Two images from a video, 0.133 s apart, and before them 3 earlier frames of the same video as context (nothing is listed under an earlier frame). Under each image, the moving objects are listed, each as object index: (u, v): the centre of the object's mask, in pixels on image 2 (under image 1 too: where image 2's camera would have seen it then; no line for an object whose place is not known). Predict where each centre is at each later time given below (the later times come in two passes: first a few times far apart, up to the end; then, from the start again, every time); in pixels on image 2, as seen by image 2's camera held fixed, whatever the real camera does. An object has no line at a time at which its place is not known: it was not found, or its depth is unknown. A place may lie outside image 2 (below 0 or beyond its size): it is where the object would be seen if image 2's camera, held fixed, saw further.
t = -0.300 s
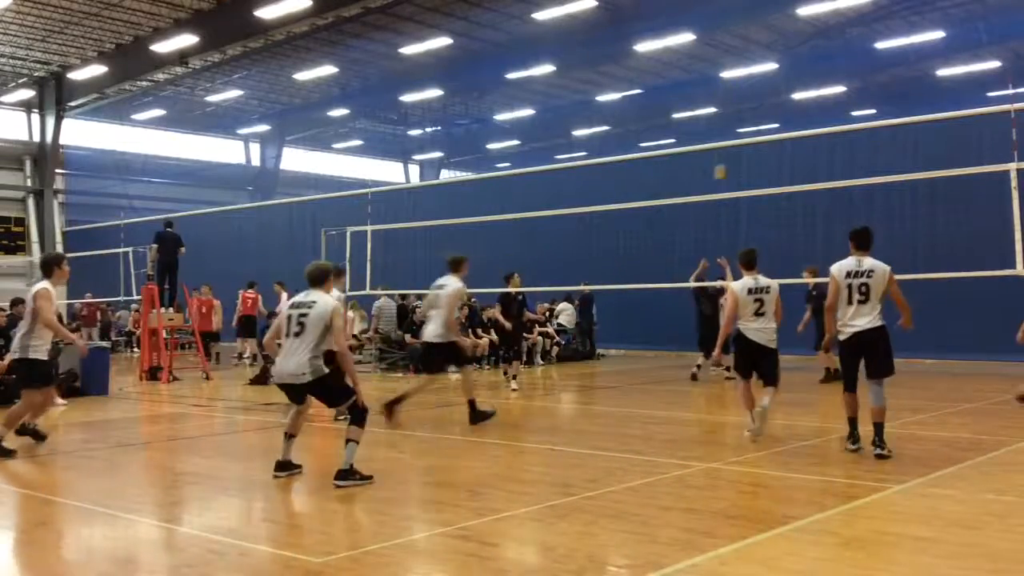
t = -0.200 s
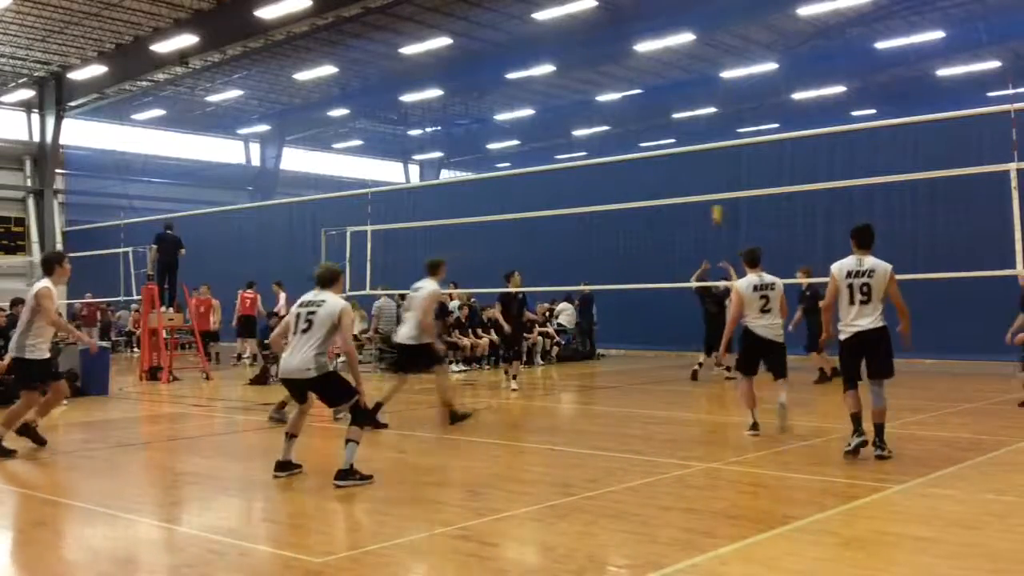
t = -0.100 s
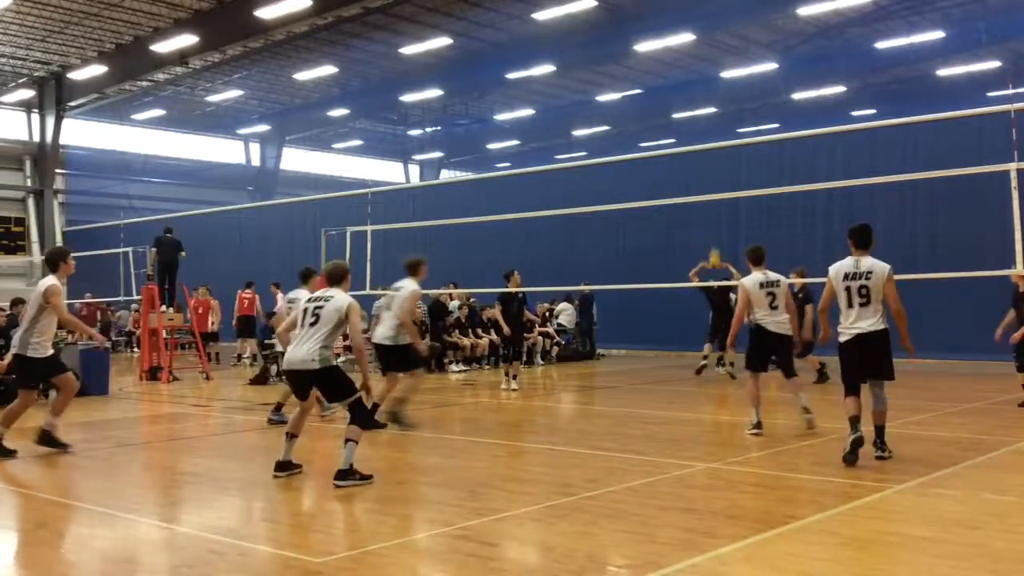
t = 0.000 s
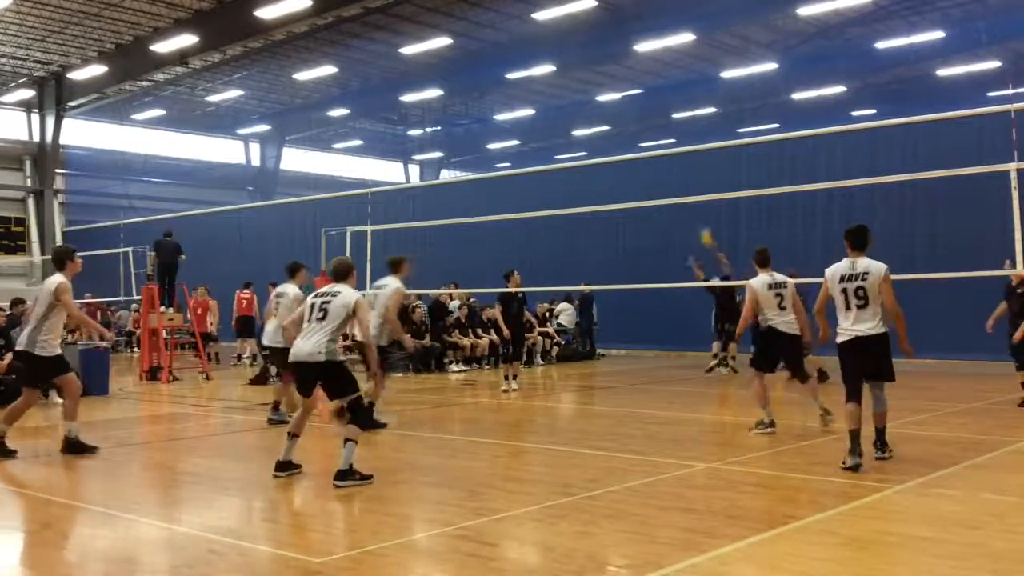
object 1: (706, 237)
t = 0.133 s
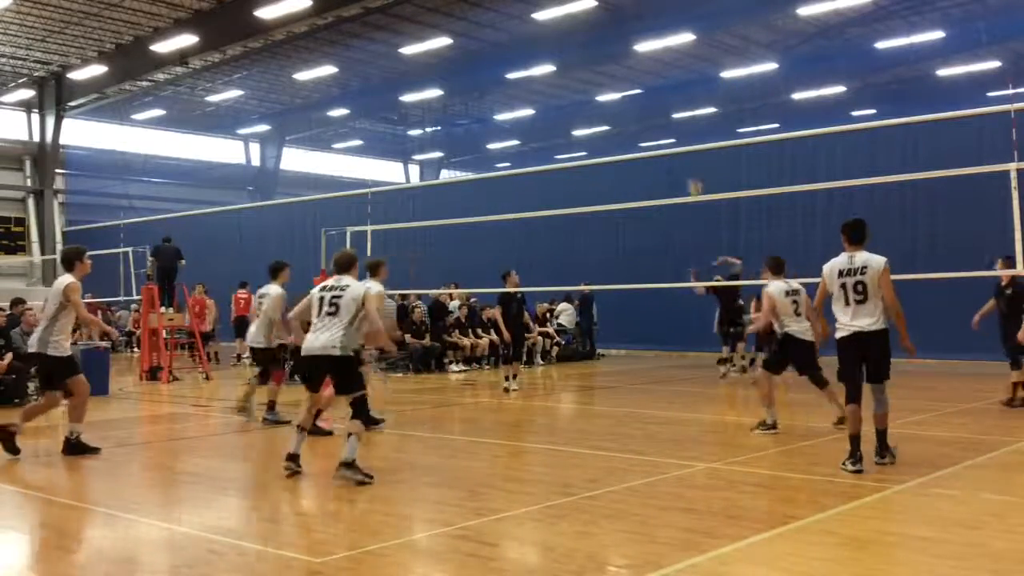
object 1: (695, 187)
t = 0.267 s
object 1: (683, 148)
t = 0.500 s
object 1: (665, 98)
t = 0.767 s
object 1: (642, 88)
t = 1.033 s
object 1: (611, 148)
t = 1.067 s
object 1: (607, 164)
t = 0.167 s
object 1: (692, 179)
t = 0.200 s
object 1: (690, 168)
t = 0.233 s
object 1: (686, 159)
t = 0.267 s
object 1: (683, 148)
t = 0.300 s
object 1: (681, 138)
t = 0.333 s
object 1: (678, 130)
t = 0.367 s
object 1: (676, 122)
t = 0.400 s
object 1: (672, 115)
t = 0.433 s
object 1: (670, 109)
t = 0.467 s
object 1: (668, 104)
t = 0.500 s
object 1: (665, 98)
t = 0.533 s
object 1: (663, 93)
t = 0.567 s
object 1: (660, 89)
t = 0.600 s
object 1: (658, 87)
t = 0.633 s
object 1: (655, 85)
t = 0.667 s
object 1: (651, 85)
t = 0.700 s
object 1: (649, 84)
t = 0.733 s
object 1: (646, 85)
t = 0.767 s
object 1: (642, 88)
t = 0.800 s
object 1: (639, 91)
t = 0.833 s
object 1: (636, 93)
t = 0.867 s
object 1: (632, 101)
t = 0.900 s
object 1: (629, 107)
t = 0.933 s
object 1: (625, 115)
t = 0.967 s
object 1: (621, 125)
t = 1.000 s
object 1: (617, 137)
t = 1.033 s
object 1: (611, 148)
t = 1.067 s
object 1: (607, 164)
